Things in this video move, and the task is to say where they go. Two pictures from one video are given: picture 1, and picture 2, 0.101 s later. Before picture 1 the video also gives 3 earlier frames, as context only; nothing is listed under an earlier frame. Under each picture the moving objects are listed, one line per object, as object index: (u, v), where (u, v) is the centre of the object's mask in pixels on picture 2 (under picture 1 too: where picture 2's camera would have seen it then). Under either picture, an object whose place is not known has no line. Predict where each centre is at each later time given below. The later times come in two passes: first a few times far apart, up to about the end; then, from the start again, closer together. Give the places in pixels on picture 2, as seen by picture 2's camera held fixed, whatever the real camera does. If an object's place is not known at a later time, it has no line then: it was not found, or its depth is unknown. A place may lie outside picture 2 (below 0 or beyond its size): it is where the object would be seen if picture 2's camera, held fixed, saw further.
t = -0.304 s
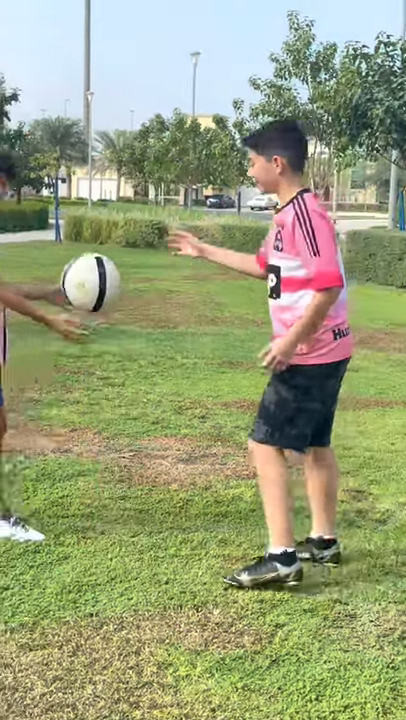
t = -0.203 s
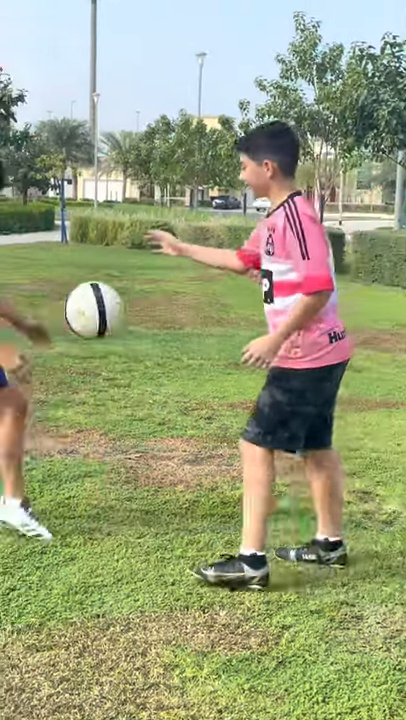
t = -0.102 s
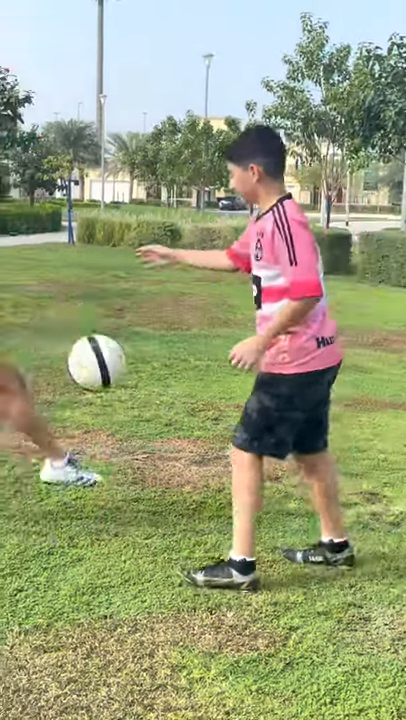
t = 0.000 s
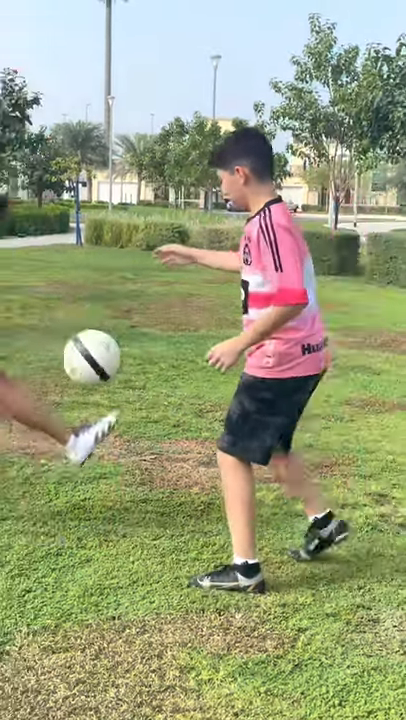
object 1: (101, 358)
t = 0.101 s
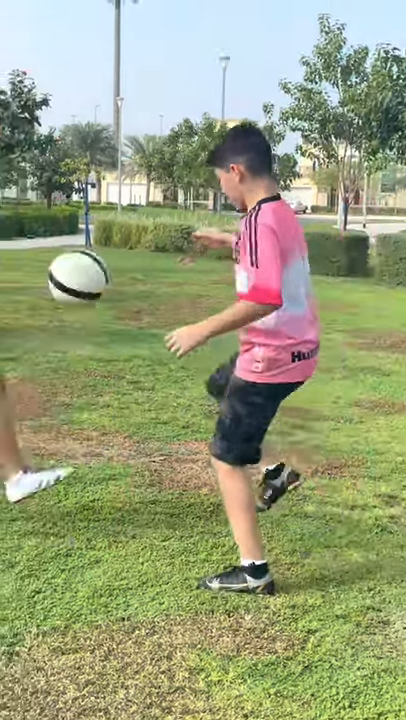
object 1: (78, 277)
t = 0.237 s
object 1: (46, 206)
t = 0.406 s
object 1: (1, 182)
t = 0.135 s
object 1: (69, 254)
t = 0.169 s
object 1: (61, 235)
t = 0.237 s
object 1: (46, 206)
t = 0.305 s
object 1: (27, 186)
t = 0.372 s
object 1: (10, 180)
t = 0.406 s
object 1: (1, 182)
